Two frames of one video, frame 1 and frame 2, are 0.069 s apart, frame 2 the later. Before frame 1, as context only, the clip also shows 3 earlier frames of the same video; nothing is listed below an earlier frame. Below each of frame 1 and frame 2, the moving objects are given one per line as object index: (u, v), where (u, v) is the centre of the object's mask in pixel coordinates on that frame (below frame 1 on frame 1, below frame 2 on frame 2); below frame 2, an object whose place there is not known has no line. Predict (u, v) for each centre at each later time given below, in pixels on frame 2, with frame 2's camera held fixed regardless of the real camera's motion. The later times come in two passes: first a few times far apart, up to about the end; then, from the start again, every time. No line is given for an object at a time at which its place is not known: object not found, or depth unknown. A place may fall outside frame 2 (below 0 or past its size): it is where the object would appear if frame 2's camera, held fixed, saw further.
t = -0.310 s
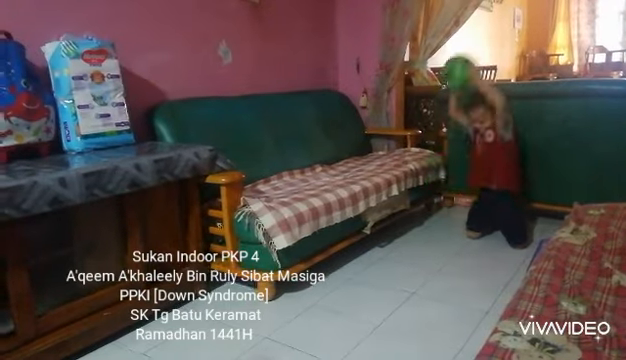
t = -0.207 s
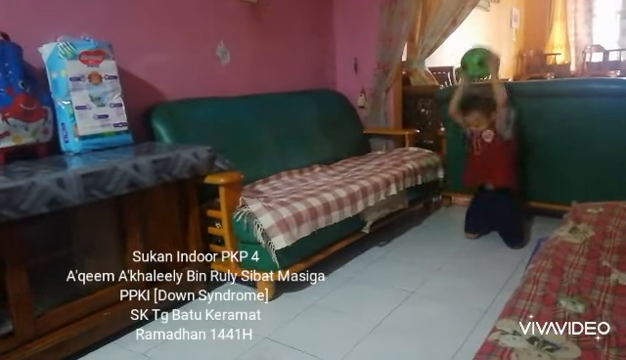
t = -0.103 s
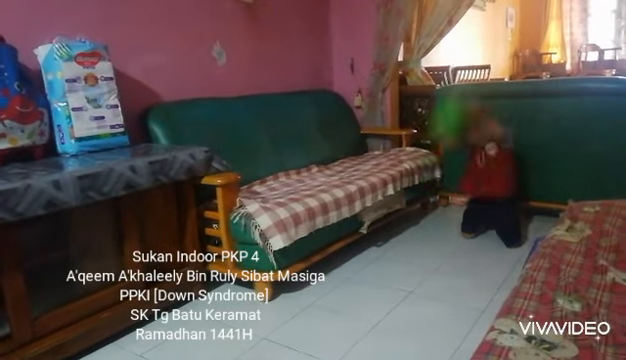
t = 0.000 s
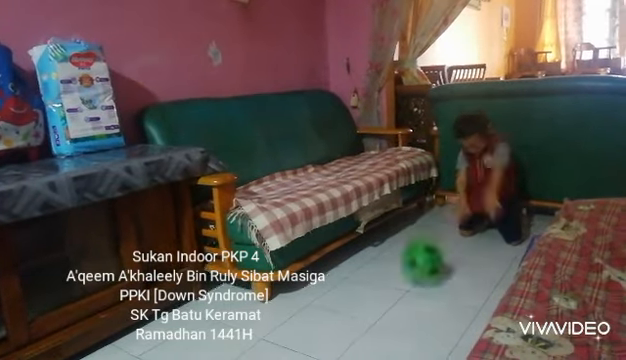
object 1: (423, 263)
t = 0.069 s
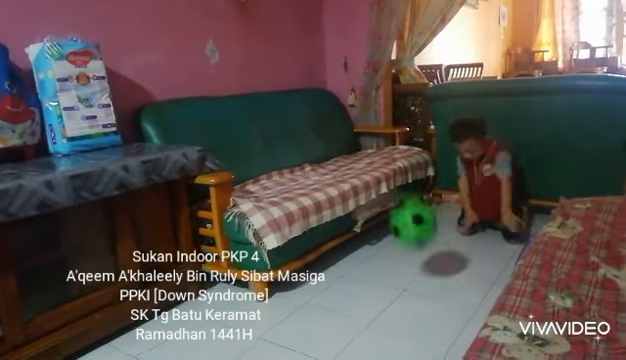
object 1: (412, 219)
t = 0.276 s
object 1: (388, 102)
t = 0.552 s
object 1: (349, 186)
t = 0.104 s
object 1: (409, 200)
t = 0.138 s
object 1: (408, 181)
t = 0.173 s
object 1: (404, 160)
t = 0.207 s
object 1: (400, 137)
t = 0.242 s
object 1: (392, 109)
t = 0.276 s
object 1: (388, 102)
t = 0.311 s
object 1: (385, 96)
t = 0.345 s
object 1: (382, 91)
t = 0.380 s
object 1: (377, 89)
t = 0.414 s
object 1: (372, 92)
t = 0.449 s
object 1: (365, 107)
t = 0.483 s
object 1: (361, 126)
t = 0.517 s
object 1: (354, 154)
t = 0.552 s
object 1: (349, 186)
